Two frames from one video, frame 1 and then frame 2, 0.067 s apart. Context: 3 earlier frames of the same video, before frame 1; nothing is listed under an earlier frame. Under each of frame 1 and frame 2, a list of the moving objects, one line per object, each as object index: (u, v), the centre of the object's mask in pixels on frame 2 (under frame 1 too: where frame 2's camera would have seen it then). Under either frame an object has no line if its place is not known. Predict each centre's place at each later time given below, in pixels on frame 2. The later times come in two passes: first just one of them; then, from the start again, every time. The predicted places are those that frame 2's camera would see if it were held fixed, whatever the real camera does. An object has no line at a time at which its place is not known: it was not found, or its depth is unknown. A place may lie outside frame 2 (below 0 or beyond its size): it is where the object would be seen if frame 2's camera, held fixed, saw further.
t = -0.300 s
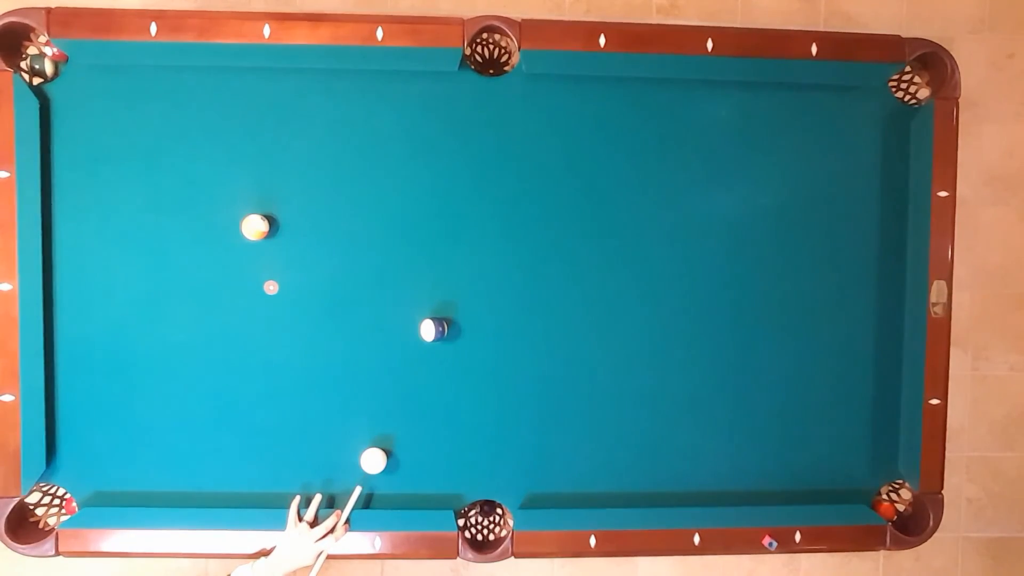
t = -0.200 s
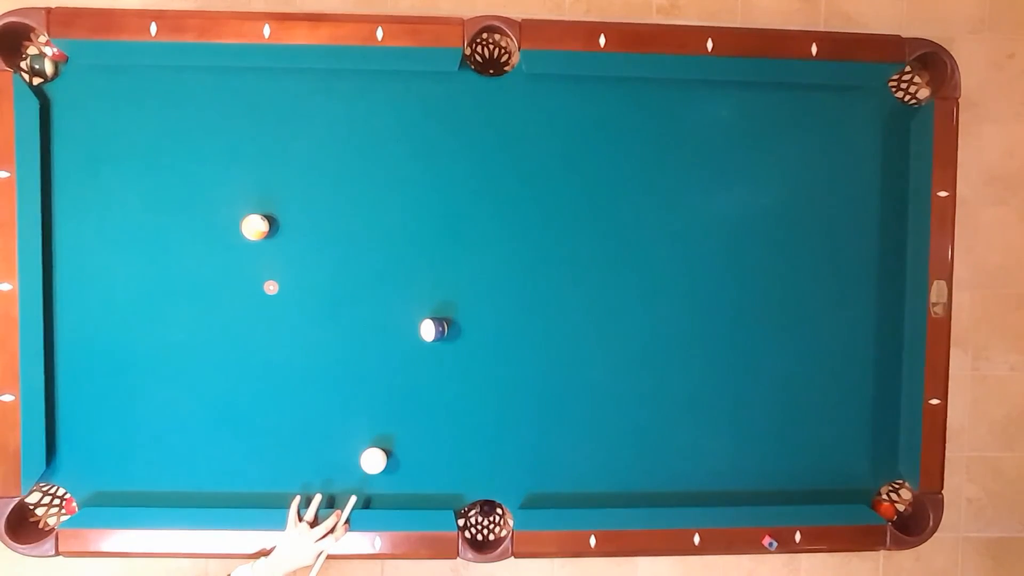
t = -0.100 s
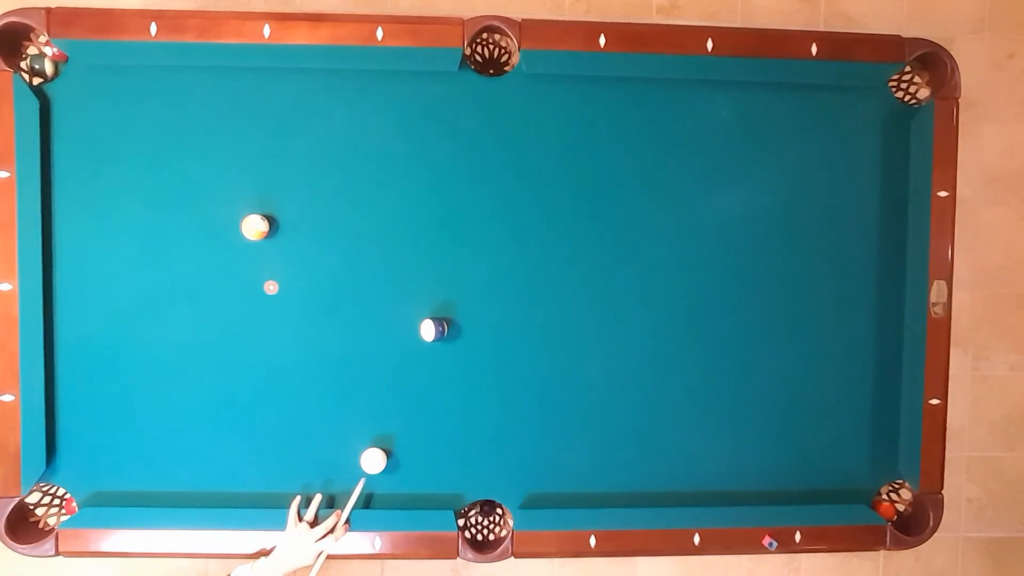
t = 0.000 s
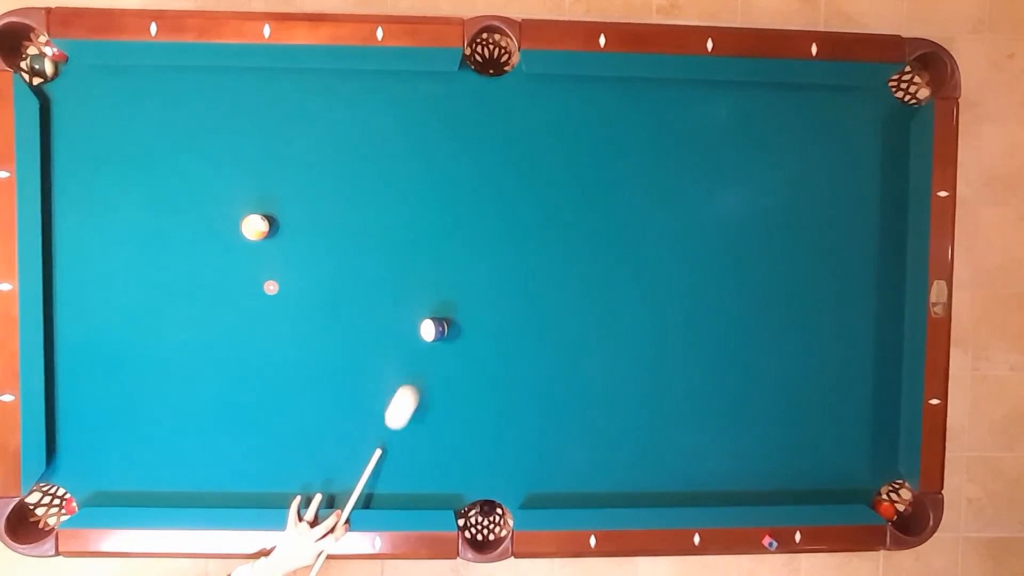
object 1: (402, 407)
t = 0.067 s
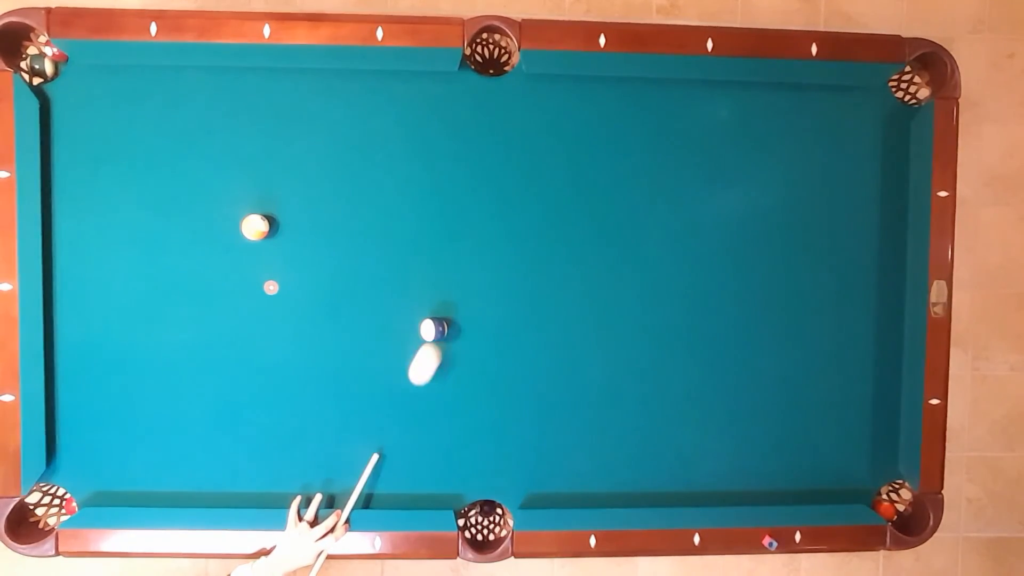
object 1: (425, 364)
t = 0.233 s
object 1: (452, 357)
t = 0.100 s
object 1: (433, 355)
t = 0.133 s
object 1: (439, 355)
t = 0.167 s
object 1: (444, 355)
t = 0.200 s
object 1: (448, 356)
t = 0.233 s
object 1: (452, 357)
